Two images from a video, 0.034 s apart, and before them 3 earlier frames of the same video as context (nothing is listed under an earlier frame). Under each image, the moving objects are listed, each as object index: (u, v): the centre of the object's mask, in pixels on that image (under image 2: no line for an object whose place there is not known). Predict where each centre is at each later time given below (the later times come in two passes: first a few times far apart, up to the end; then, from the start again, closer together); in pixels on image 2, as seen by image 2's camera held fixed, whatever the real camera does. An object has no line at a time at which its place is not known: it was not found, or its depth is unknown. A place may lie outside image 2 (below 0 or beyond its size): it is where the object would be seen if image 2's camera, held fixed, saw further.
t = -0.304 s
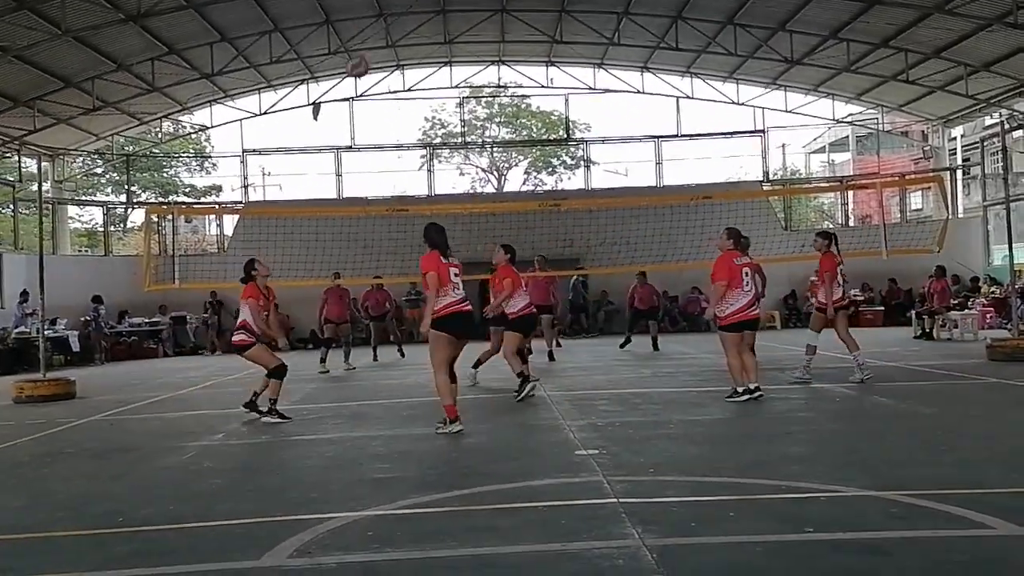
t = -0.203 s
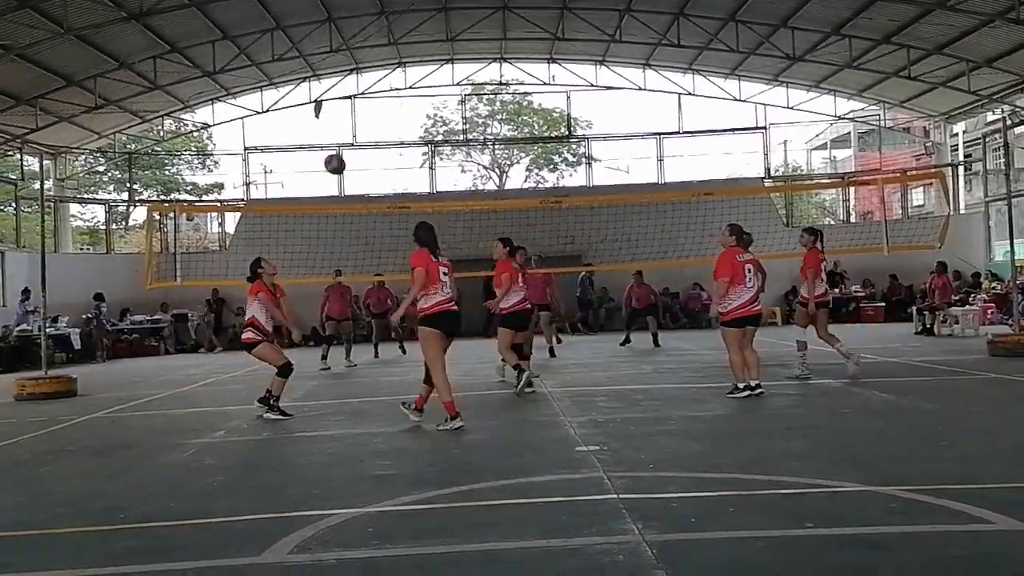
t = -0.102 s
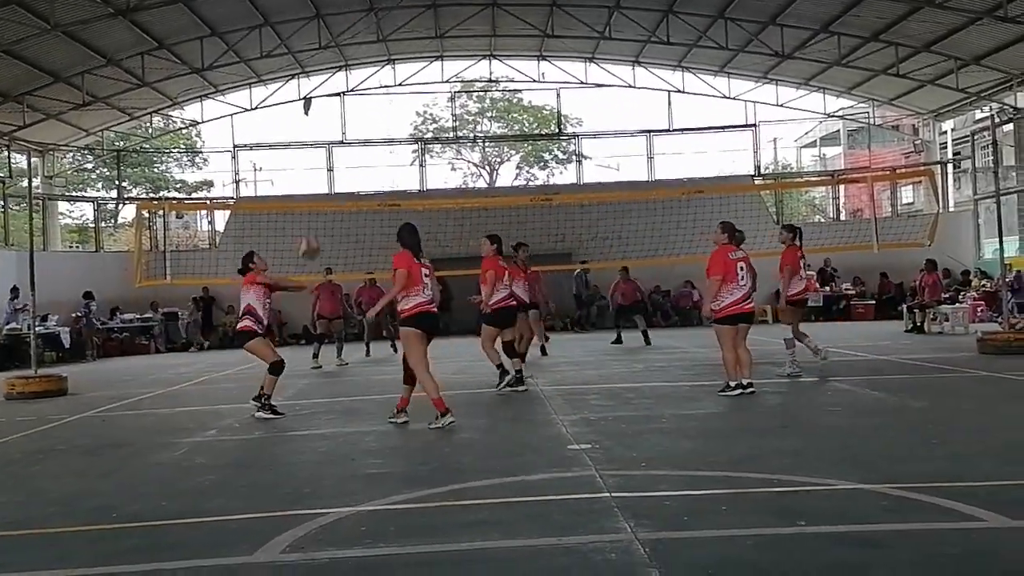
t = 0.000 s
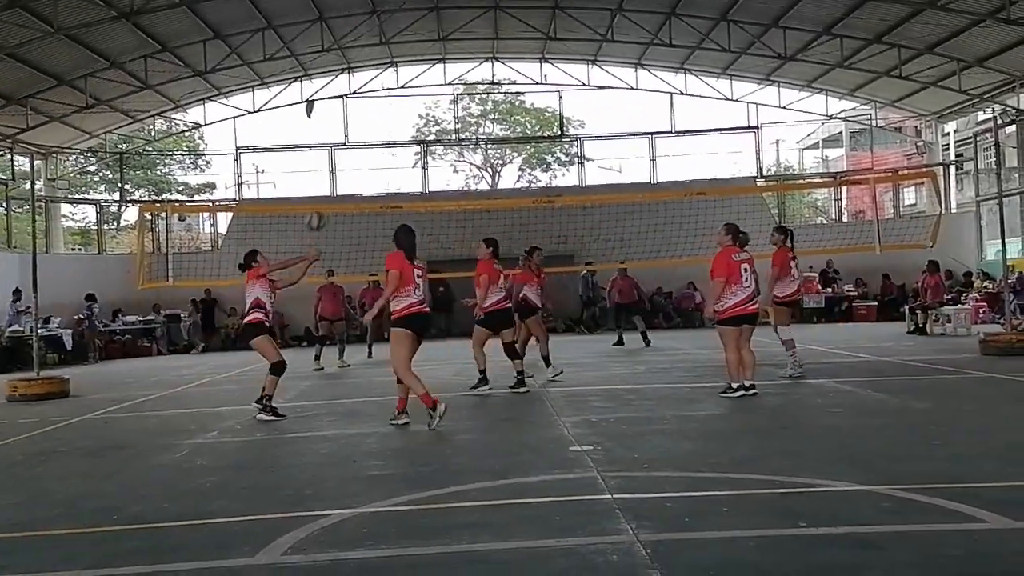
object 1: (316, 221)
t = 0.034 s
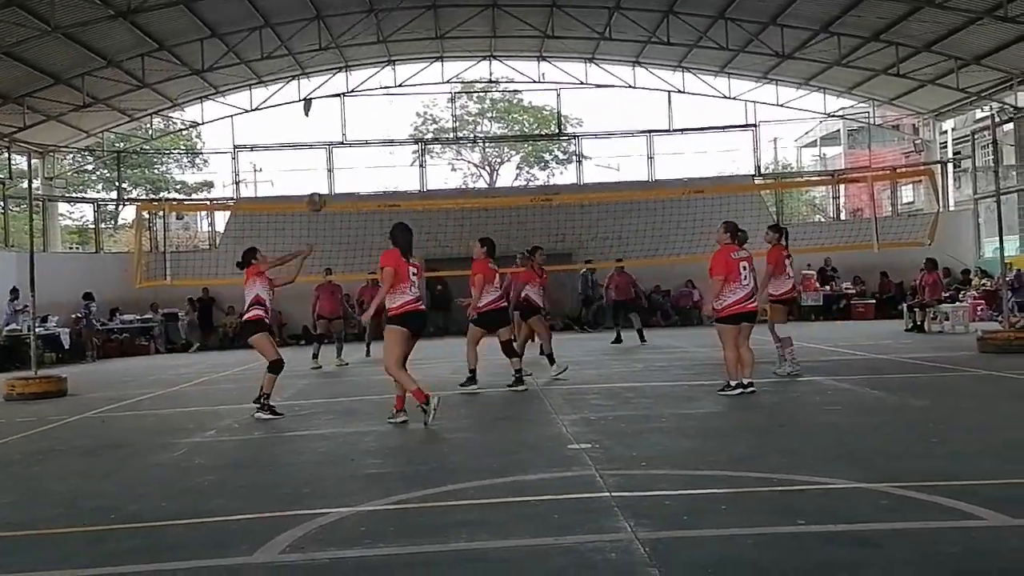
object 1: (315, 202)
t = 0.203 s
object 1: (326, 141)
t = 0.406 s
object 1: (336, 115)
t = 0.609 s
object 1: (346, 123)
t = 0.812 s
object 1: (353, 157)
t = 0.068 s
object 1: (318, 186)
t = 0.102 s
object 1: (320, 172)
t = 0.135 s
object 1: (322, 160)
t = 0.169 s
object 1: (324, 150)
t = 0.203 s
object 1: (326, 141)
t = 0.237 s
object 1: (328, 134)
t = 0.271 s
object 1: (329, 127)
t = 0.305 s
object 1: (331, 123)
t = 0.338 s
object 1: (333, 119)
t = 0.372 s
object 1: (335, 116)
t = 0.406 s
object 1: (336, 115)
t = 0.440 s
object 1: (338, 114)
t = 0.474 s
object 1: (340, 114)
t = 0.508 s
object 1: (341, 115)
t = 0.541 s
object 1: (343, 117)
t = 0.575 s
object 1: (344, 120)
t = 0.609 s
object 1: (346, 123)
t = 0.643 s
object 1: (347, 128)
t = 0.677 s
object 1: (349, 132)
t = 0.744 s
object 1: (351, 144)
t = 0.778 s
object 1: (352, 150)
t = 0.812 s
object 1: (353, 157)
